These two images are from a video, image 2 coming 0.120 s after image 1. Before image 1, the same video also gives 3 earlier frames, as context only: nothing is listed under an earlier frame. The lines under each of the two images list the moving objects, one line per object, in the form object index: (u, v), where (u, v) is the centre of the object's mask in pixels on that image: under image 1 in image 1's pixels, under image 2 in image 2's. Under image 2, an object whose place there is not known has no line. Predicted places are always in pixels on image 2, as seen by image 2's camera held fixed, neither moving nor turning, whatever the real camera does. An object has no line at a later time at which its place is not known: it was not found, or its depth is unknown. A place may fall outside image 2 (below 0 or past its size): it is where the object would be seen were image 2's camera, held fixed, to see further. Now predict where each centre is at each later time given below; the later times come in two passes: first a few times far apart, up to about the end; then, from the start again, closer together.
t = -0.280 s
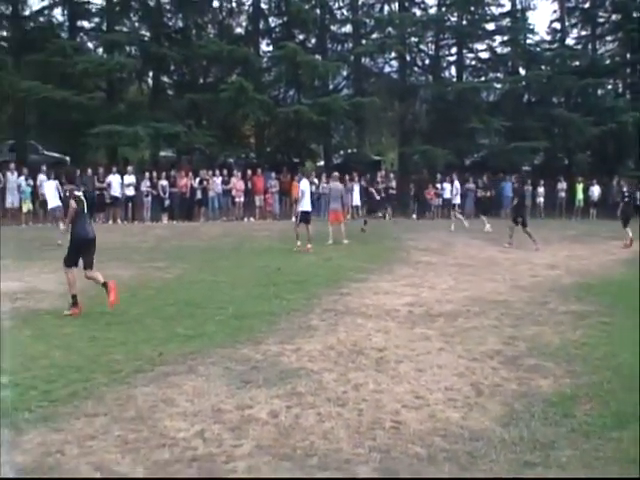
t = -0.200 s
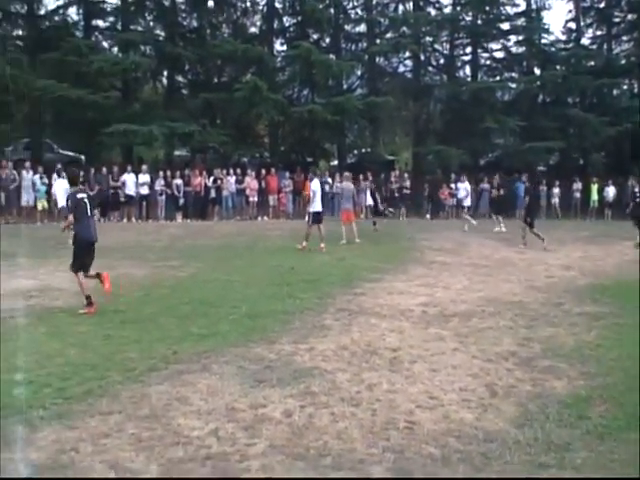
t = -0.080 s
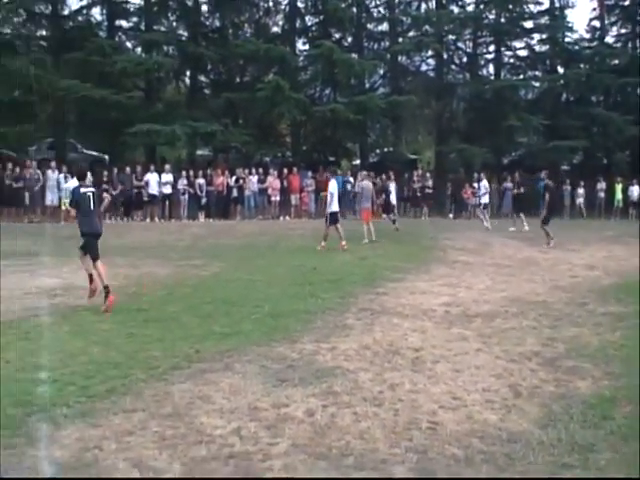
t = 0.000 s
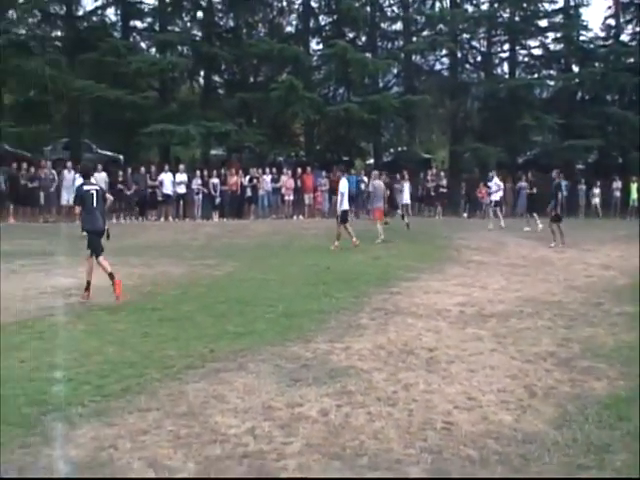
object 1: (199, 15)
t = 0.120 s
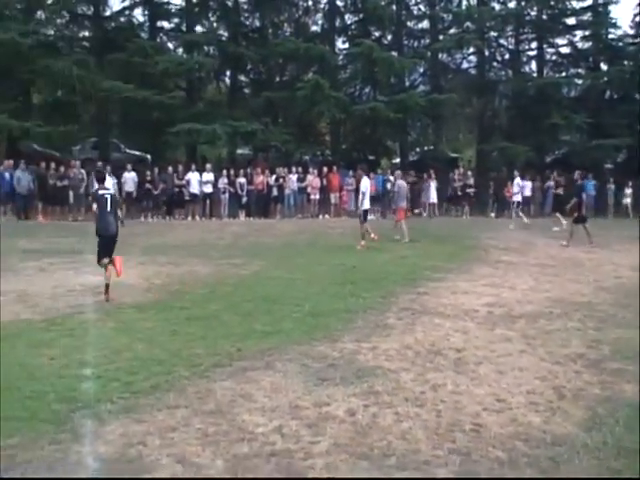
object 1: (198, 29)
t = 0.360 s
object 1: (147, 73)
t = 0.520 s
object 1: (115, 113)
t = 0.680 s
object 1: (84, 160)
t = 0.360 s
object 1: (147, 73)
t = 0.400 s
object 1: (139, 82)
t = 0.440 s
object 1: (131, 92)
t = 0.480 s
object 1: (123, 102)
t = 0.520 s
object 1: (115, 113)
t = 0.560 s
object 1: (107, 124)
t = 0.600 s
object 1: (99, 135)
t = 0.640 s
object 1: (92, 147)
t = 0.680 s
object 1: (84, 160)
